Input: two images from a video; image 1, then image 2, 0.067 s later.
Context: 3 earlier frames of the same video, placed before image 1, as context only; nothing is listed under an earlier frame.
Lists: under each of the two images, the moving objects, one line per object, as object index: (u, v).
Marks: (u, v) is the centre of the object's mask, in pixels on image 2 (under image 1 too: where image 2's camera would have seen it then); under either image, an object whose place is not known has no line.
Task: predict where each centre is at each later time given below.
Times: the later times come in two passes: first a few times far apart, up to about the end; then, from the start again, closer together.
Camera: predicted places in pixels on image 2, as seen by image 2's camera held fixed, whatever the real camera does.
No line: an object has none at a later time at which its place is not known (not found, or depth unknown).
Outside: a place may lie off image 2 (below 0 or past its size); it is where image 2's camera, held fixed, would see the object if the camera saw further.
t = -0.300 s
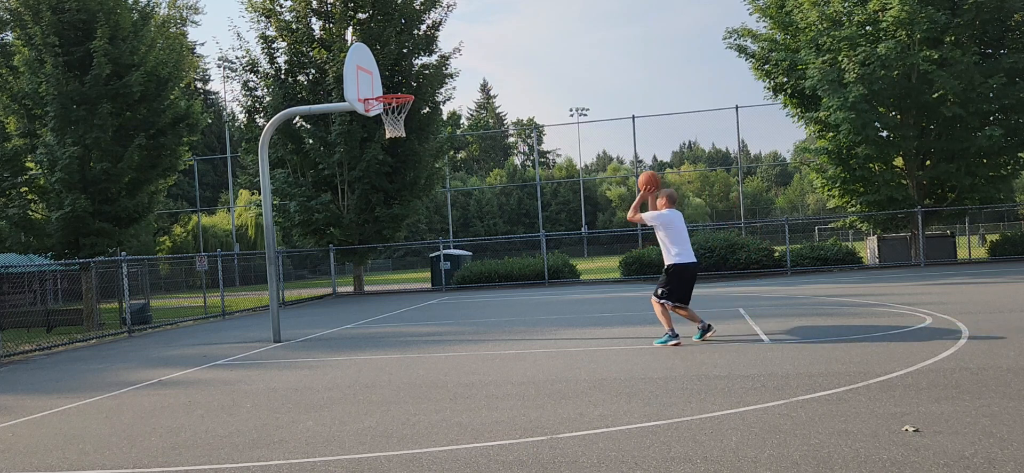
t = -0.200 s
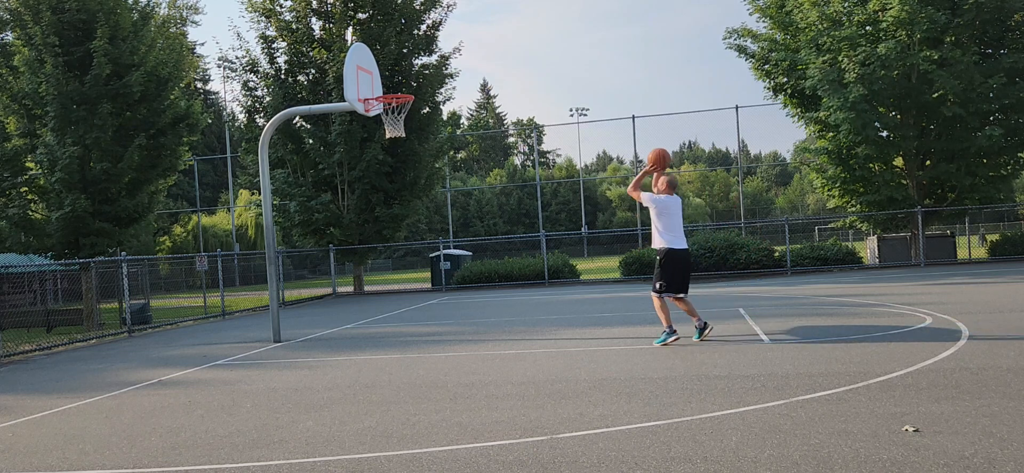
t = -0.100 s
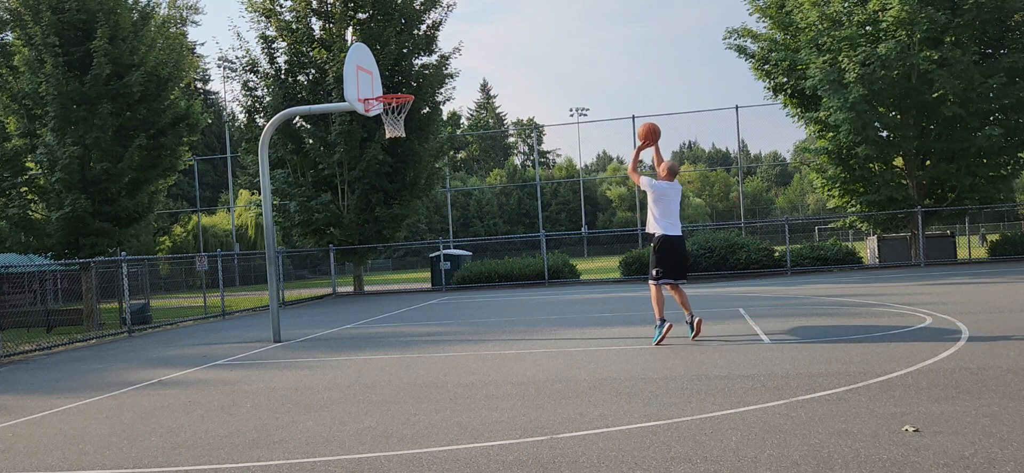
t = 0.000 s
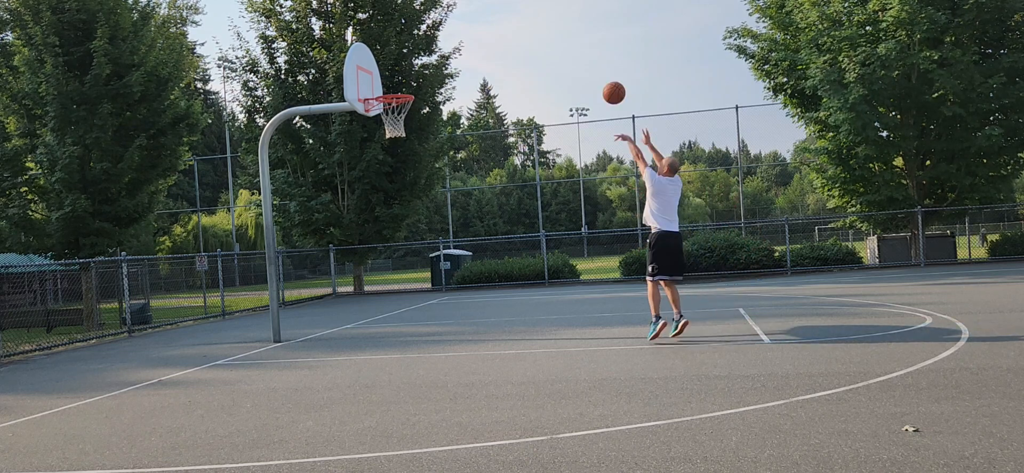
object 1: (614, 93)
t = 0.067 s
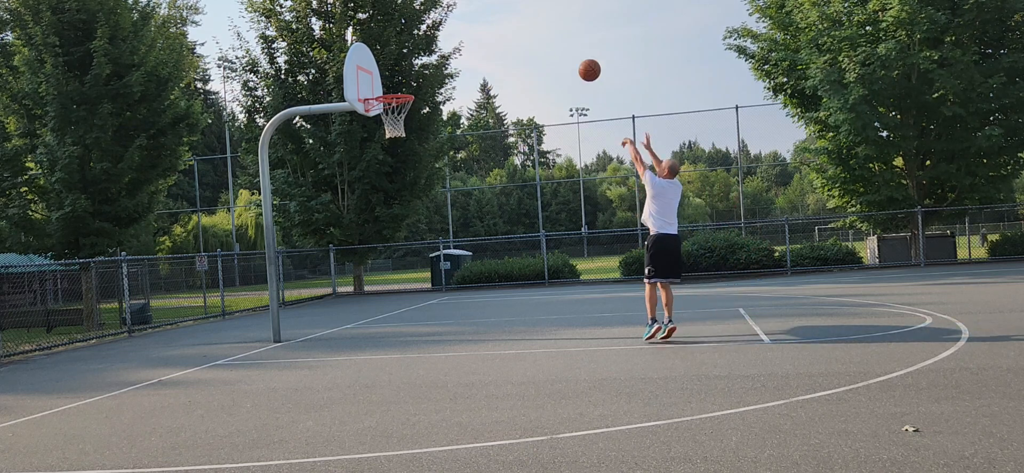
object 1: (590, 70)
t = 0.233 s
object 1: (533, 34)
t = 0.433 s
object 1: (473, 24)
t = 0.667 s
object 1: (413, 55)
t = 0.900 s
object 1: (395, 87)
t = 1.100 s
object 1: (422, 100)
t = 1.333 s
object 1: (452, 147)
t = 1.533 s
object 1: (476, 212)
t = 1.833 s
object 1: (505, 281)
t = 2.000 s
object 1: (511, 233)
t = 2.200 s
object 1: (519, 199)
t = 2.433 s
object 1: (529, 190)
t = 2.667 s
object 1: (540, 211)
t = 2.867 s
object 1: (551, 250)
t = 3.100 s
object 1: (560, 272)
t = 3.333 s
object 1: (563, 236)
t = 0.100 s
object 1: (578, 60)
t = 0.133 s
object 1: (566, 52)
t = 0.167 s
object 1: (555, 45)
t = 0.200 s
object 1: (544, 39)
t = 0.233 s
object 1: (533, 34)
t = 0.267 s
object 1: (522, 30)
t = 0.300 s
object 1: (512, 27)
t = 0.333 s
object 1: (502, 25)
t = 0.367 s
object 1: (492, 24)
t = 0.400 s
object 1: (483, 24)
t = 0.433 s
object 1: (473, 24)
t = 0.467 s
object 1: (464, 26)
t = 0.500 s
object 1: (455, 29)
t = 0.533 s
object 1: (446, 32)
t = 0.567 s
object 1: (438, 37)
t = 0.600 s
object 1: (429, 42)
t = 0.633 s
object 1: (421, 48)
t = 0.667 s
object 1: (413, 55)
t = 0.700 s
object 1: (405, 63)
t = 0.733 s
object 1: (398, 71)
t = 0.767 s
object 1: (391, 80)
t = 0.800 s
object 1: (383, 88)
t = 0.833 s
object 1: (386, 88)
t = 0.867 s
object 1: (391, 87)
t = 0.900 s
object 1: (395, 87)
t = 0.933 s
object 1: (400, 87)
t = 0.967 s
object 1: (404, 87)
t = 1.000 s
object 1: (409, 89)
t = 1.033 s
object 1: (414, 92)
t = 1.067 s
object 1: (418, 96)
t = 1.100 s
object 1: (422, 100)
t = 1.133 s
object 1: (426, 105)
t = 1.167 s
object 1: (430, 111)
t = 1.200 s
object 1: (435, 117)
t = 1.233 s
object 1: (439, 123)
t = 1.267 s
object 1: (443, 131)
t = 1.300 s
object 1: (448, 139)
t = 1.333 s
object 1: (452, 147)
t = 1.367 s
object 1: (456, 157)
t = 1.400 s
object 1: (460, 167)
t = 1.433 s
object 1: (464, 177)
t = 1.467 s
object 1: (469, 189)
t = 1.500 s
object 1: (472, 200)
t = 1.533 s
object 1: (476, 212)
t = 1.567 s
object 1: (480, 225)
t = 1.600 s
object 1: (484, 238)
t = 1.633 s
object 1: (488, 251)
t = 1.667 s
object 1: (492, 265)
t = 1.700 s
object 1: (496, 279)
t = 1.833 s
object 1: (505, 281)
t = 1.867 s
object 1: (506, 270)
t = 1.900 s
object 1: (507, 259)
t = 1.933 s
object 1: (509, 250)
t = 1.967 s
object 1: (510, 241)
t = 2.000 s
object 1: (511, 233)
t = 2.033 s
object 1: (513, 225)
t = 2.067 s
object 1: (514, 219)
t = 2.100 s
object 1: (515, 213)
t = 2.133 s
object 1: (516, 208)
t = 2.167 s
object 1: (518, 203)
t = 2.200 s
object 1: (519, 199)
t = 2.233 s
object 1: (520, 196)
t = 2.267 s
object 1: (522, 194)
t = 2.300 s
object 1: (523, 192)
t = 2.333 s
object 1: (525, 191)
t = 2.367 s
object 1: (526, 190)
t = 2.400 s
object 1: (528, 190)
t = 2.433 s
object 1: (529, 190)
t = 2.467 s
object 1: (531, 192)
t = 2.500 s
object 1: (532, 194)
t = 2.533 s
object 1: (534, 196)
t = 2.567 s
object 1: (535, 199)
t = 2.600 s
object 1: (537, 202)
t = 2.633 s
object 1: (539, 207)
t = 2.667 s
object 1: (540, 211)
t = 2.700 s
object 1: (542, 217)
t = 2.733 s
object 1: (544, 222)
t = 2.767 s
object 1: (546, 228)
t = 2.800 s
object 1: (547, 235)
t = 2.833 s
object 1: (549, 243)
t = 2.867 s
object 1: (551, 250)
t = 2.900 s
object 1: (552, 259)
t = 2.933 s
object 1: (554, 267)
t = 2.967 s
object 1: (556, 276)
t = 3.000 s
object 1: (557, 286)
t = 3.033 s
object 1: (559, 288)
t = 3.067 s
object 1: (559, 280)
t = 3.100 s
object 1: (560, 272)
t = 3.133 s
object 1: (560, 265)
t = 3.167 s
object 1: (561, 259)
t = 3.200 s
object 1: (561, 253)
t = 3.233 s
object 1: (562, 248)
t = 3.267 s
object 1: (562, 243)
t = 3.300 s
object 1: (563, 239)
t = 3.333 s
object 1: (563, 236)
